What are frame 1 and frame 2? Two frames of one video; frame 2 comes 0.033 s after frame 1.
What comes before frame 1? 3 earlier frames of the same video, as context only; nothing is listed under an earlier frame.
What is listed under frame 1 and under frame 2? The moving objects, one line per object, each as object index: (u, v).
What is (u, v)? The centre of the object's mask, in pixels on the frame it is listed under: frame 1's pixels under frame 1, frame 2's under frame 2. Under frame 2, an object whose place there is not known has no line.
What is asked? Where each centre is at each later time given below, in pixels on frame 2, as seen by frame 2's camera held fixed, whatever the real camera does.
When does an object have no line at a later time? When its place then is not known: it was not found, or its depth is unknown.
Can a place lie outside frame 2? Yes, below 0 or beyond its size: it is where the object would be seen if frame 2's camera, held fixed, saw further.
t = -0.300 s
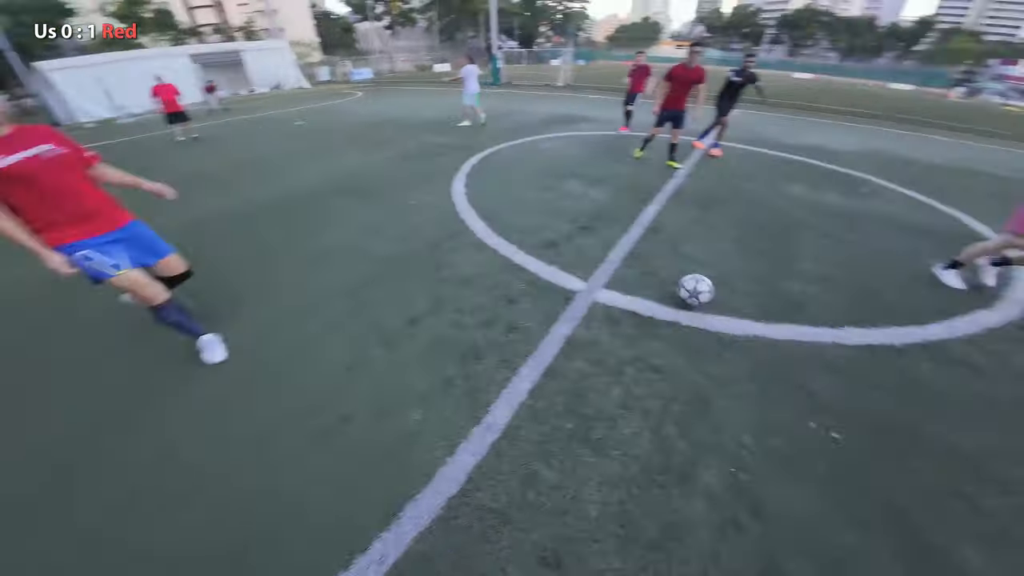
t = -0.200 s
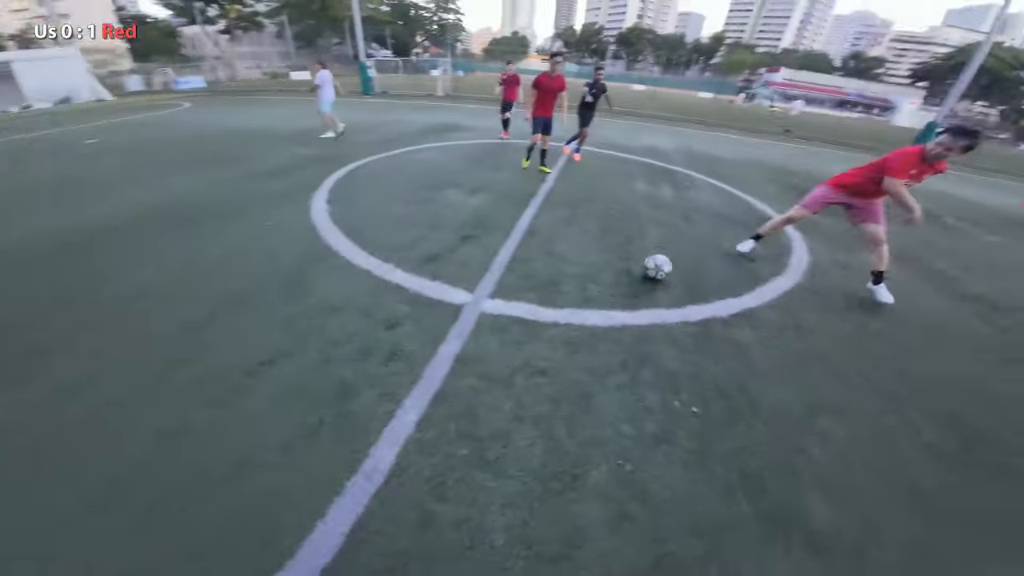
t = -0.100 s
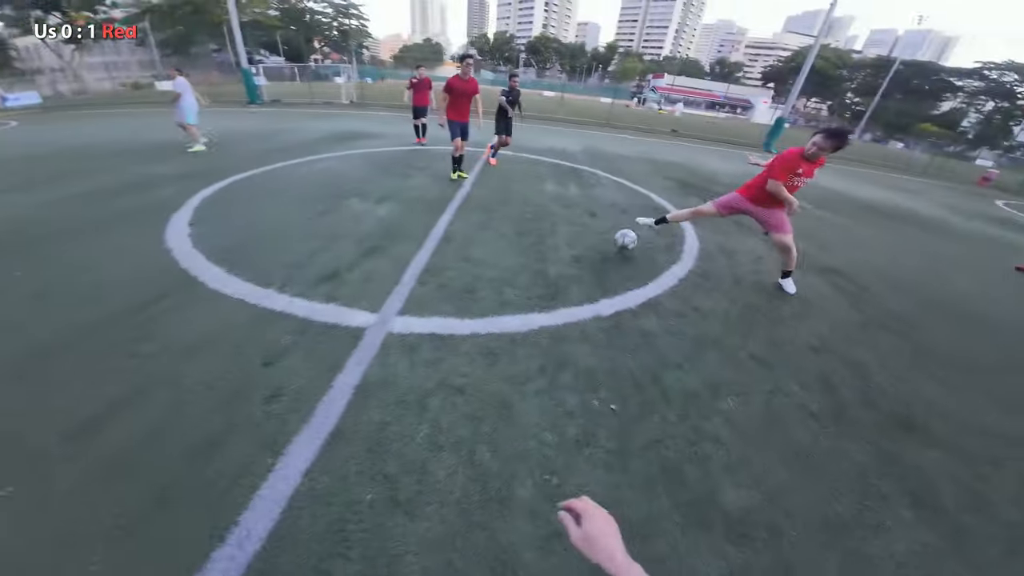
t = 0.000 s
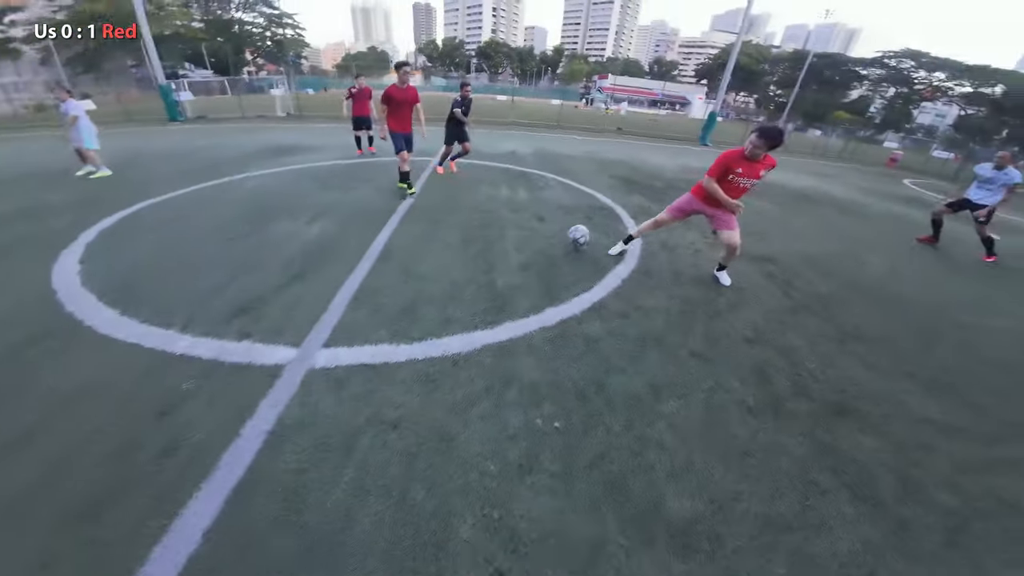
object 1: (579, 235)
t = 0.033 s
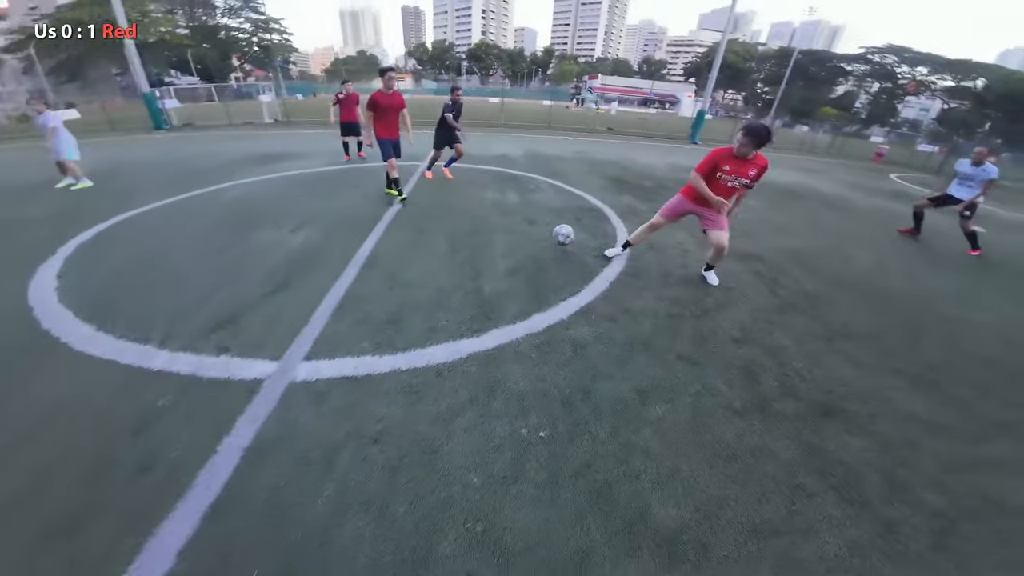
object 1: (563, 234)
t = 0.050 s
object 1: (562, 233)
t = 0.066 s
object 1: (560, 232)
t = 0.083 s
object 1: (558, 232)
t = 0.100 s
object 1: (556, 231)
